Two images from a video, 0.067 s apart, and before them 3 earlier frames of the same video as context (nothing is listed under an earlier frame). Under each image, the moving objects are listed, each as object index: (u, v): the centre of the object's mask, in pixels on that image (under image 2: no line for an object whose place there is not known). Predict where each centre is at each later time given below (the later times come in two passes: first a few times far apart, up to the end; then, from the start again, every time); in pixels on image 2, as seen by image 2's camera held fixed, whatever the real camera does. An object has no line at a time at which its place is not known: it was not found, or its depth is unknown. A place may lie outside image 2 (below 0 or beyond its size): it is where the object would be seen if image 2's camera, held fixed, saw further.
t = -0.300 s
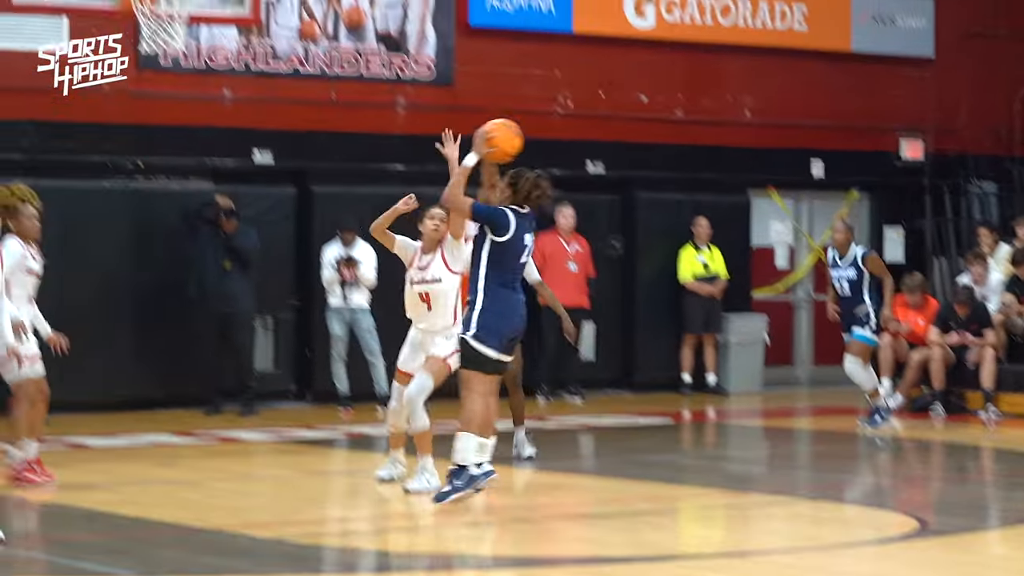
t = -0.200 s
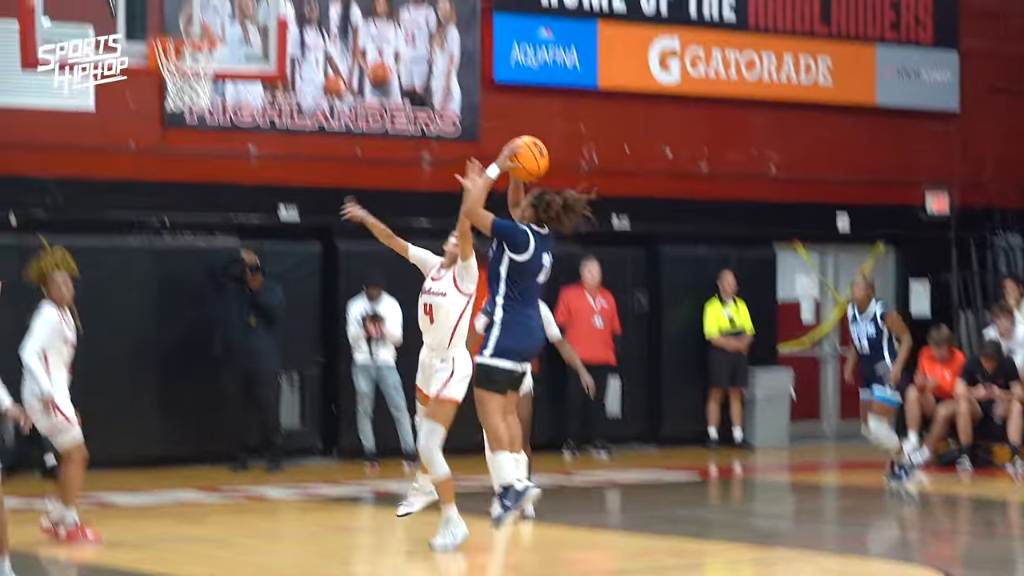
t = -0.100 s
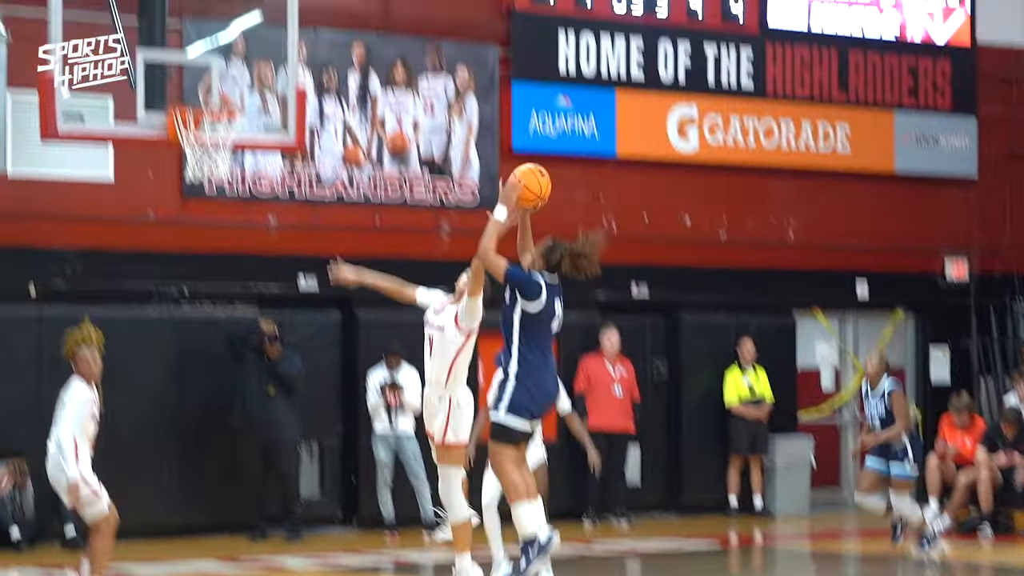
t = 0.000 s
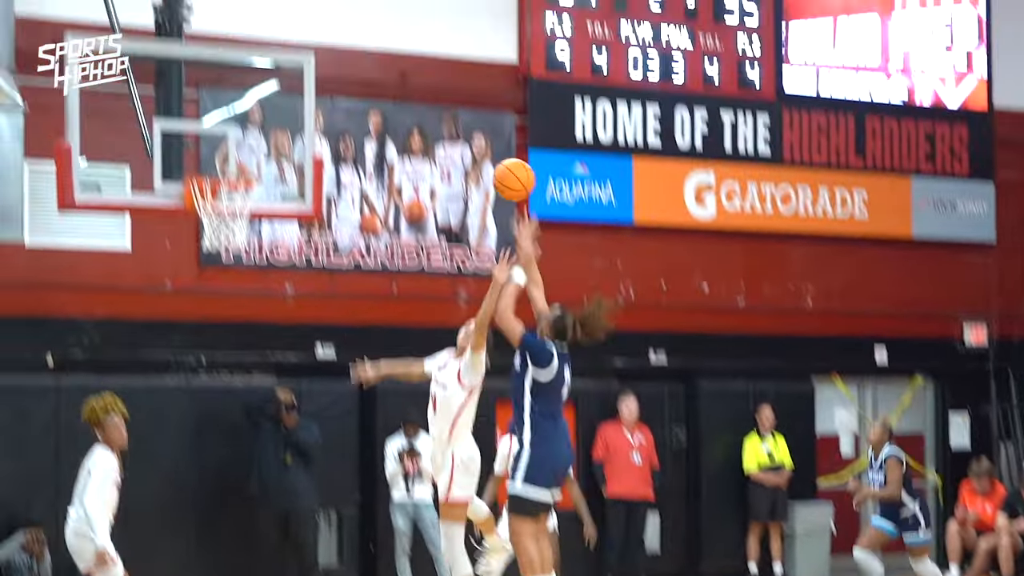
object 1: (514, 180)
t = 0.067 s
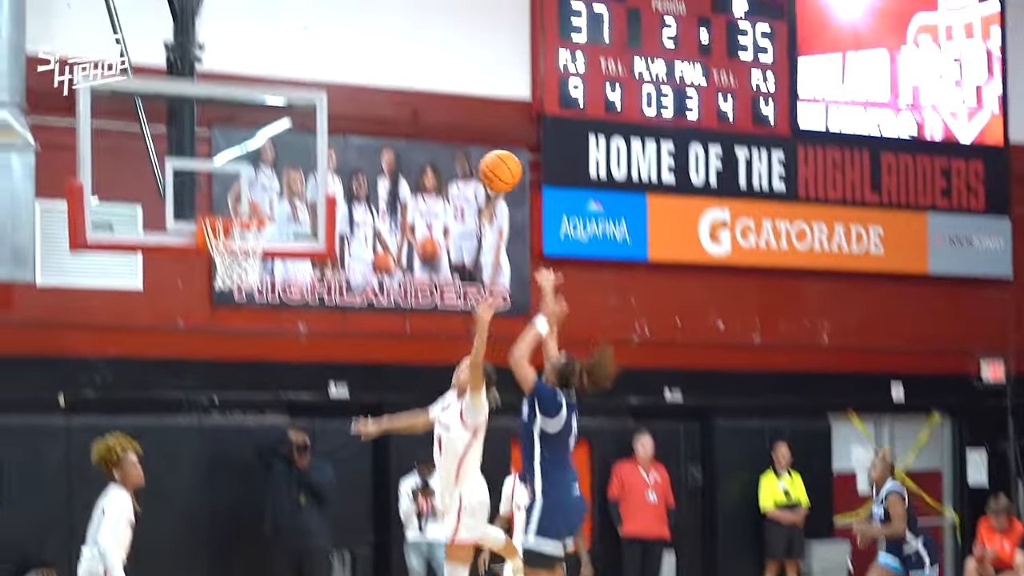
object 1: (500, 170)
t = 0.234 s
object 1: (435, 96)
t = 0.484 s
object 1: (350, 76)
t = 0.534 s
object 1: (337, 87)
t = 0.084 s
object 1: (493, 160)
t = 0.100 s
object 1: (487, 151)
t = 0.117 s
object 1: (480, 142)
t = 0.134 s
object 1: (474, 134)
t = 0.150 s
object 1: (467, 126)
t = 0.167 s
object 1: (461, 119)
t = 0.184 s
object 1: (454, 112)
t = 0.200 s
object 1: (448, 107)
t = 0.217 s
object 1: (441, 101)
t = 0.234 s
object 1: (435, 96)
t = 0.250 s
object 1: (429, 91)
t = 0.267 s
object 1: (423, 87)
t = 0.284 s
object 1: (417, 83)
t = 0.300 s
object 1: (411, 80)
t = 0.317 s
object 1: (405, 77)
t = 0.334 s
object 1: (399, 75)
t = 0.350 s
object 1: (393, 73)
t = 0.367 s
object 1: (387, 72)
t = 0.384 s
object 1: (382, 71)
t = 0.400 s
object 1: (376, 71)
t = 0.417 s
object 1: (371, 71)
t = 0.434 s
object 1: (366, 72)
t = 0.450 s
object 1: (361, 73)
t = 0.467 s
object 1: (355, 74)
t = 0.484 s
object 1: (350, 76)
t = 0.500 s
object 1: (345, 79)
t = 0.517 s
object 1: (341, 83)
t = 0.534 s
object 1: (337, 87)
